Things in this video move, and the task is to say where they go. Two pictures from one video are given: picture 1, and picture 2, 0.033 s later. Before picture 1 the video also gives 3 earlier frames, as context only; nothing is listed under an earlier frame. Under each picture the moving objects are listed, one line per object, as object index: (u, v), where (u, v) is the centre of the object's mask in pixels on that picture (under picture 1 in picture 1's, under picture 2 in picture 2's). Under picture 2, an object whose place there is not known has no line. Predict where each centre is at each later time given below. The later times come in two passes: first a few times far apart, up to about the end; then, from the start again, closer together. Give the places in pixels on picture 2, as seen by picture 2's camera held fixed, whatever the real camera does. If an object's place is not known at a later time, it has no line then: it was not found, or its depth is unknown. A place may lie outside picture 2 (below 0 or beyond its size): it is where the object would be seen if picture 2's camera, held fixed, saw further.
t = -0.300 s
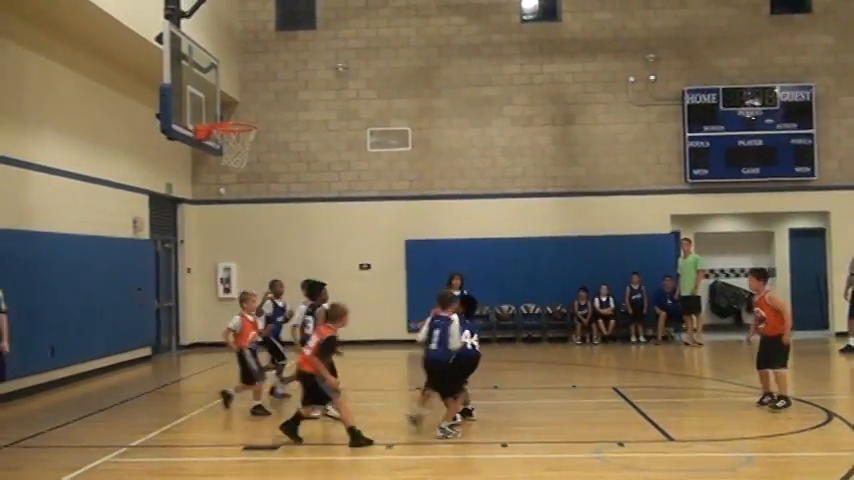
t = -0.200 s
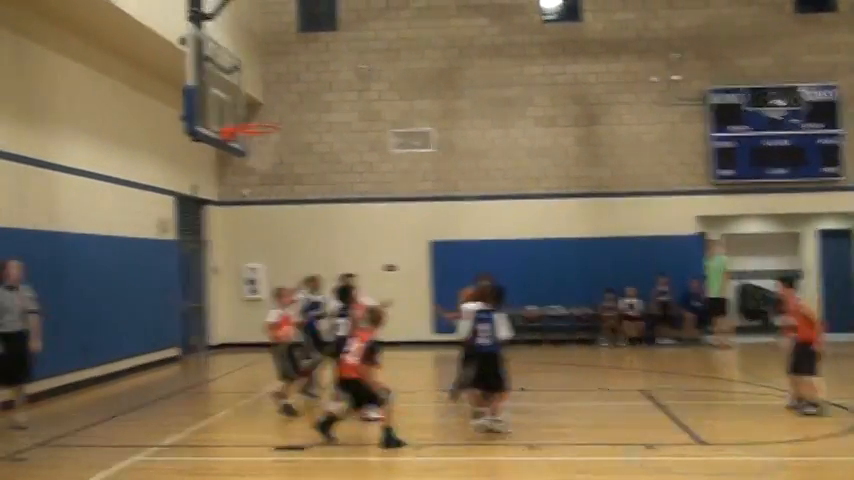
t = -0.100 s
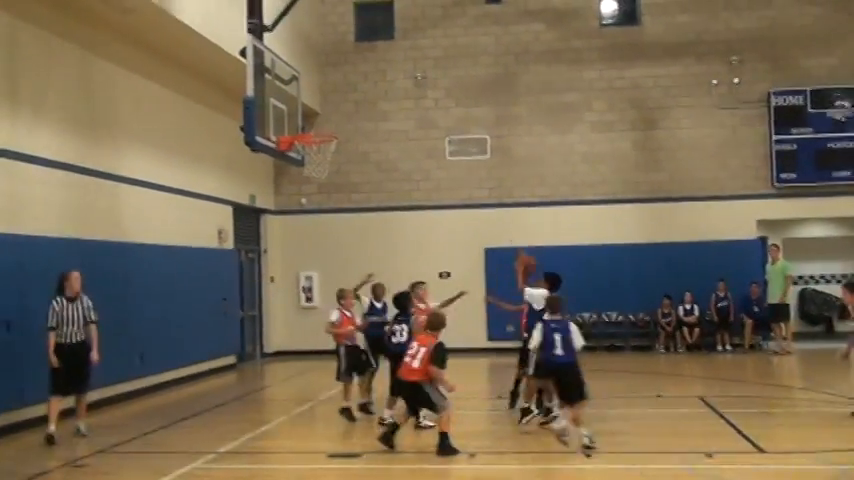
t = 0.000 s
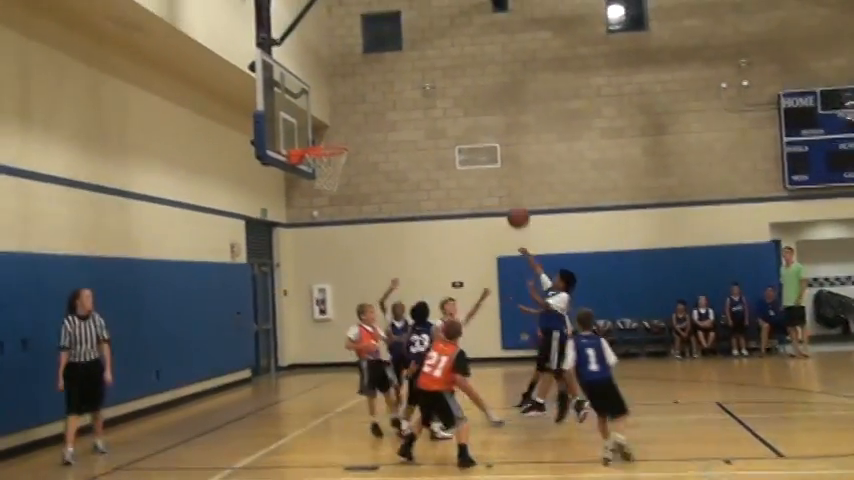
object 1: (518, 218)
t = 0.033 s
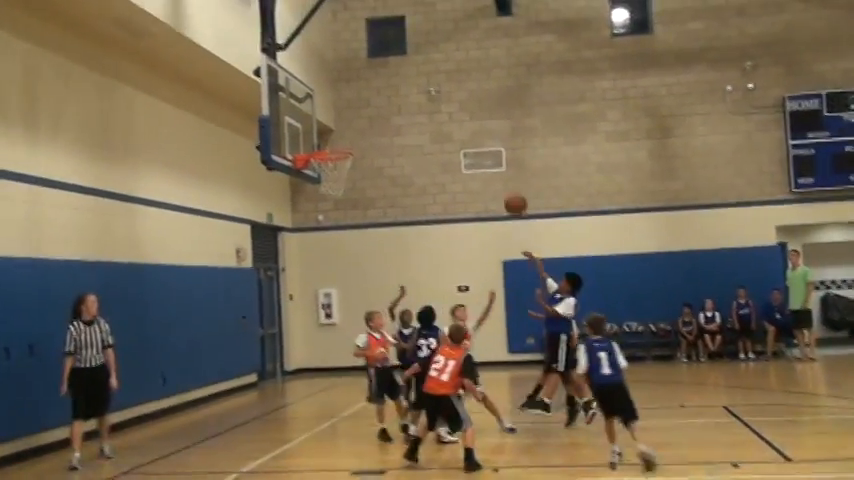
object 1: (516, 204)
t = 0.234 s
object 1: (471, 127)
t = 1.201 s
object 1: (326, 142)
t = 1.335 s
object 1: (341, 149)
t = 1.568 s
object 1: (320, 167)
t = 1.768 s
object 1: (317, 189)
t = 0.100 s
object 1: (501, 175)
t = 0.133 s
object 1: (493, 161)
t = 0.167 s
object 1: (485, 149)
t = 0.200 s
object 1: (478, 138)
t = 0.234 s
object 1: (471, 127)
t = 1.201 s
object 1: (326, 142)
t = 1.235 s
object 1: (329, 142)
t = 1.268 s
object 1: (332, 142)
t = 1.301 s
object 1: (338, 144)
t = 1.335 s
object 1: (341, 149)
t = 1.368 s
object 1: (339, 149)
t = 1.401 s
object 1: (337, 149)
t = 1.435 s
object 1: (334, 152)
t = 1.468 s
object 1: (329, 158)
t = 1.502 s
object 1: (328, 158)
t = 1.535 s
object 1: (321, 166)
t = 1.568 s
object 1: (320, 167)
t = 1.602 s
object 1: (318, 170)
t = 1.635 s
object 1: (319, 172)
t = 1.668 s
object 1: (317, 176)
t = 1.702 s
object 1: (317, 181)
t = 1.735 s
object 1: (317, 186)
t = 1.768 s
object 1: (317, 189)
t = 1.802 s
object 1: (318, 194)
